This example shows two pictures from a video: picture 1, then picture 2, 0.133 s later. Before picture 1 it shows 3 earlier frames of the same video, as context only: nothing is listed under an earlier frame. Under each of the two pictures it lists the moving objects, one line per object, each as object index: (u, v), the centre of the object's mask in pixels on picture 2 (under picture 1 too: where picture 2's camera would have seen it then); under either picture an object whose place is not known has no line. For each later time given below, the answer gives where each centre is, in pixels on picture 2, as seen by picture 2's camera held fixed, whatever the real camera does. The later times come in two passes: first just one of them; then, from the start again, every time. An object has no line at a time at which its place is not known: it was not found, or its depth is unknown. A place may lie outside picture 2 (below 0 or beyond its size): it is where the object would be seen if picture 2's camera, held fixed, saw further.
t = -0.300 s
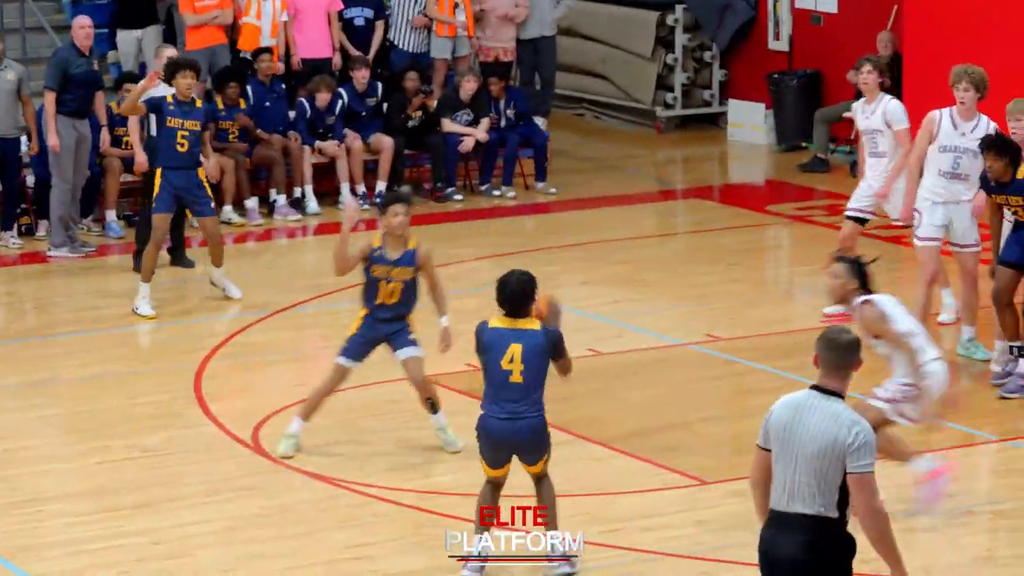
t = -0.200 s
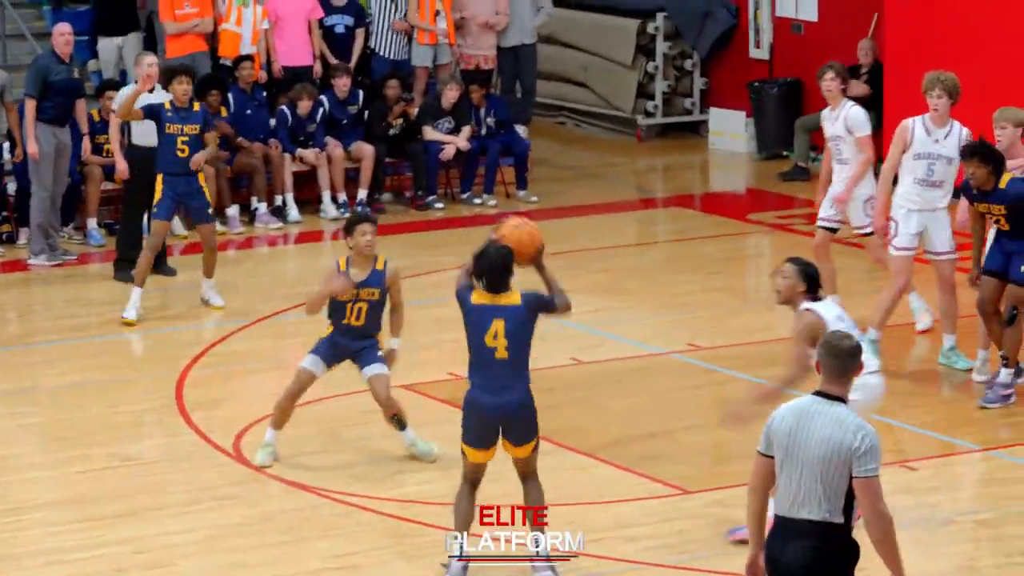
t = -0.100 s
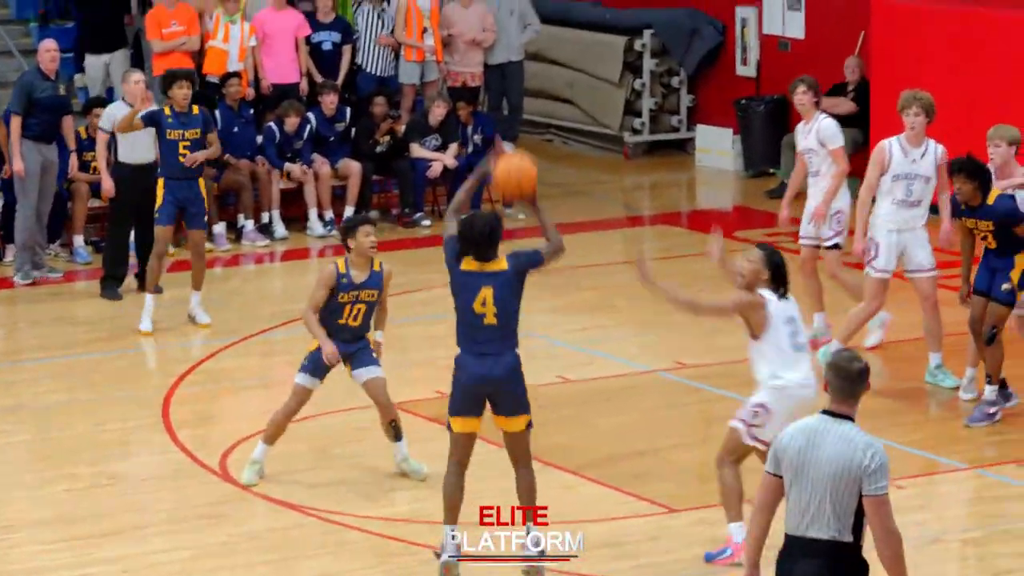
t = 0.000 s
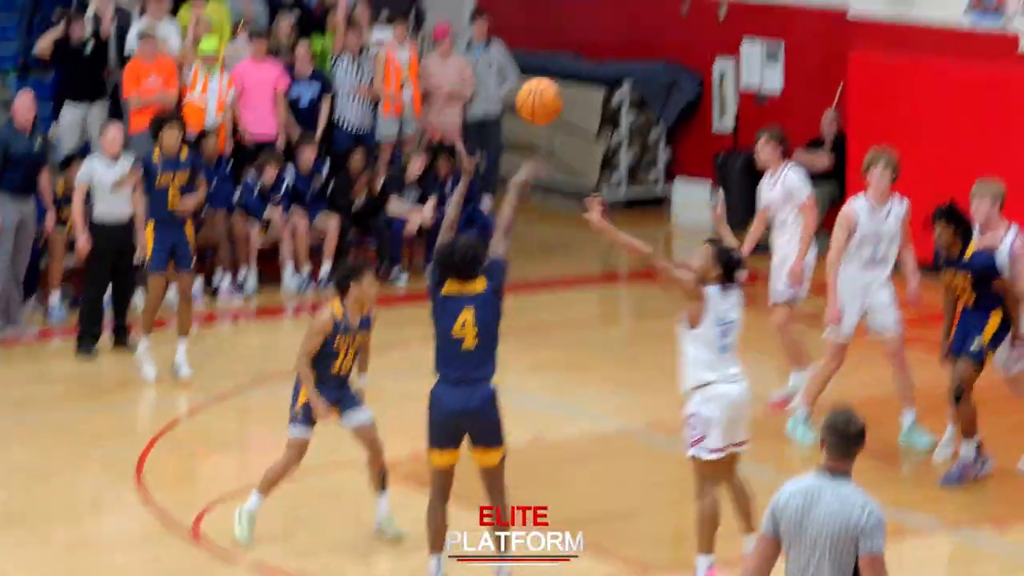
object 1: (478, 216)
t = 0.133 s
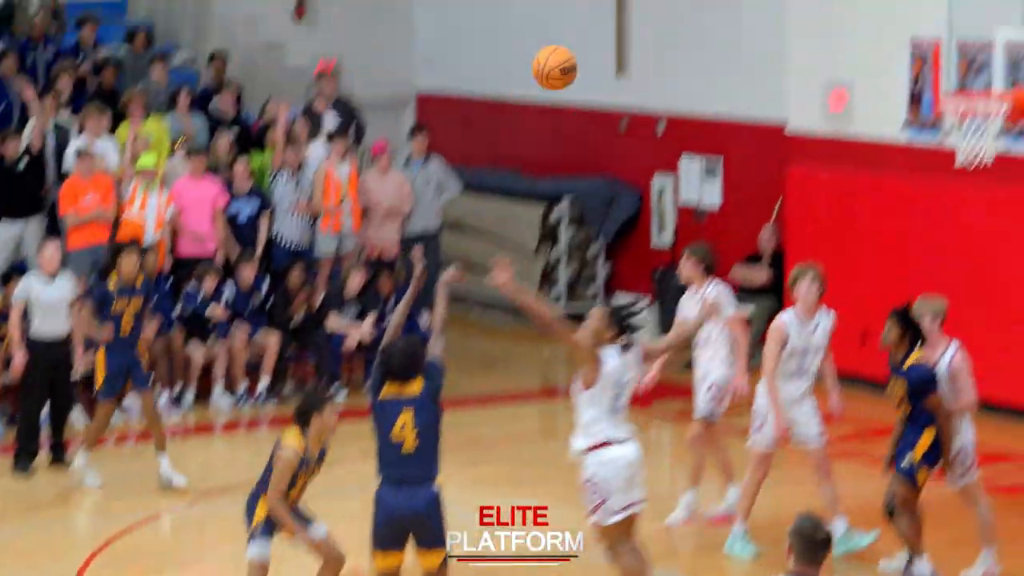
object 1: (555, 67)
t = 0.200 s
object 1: (591, 8)
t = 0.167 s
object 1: (572, 36)
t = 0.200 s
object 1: (591, 8)
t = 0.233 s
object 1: (608, -16)
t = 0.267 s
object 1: (624, -39)
